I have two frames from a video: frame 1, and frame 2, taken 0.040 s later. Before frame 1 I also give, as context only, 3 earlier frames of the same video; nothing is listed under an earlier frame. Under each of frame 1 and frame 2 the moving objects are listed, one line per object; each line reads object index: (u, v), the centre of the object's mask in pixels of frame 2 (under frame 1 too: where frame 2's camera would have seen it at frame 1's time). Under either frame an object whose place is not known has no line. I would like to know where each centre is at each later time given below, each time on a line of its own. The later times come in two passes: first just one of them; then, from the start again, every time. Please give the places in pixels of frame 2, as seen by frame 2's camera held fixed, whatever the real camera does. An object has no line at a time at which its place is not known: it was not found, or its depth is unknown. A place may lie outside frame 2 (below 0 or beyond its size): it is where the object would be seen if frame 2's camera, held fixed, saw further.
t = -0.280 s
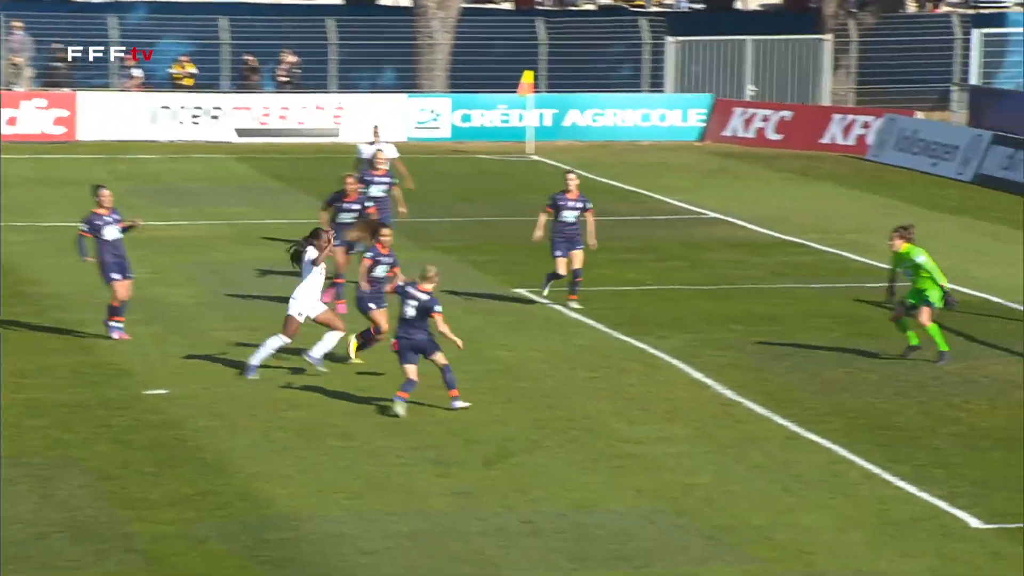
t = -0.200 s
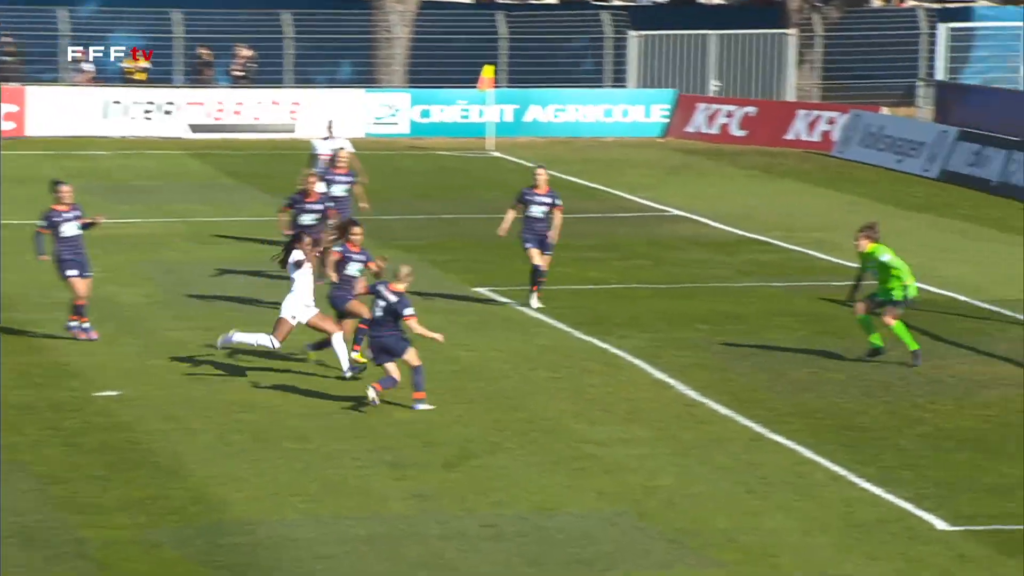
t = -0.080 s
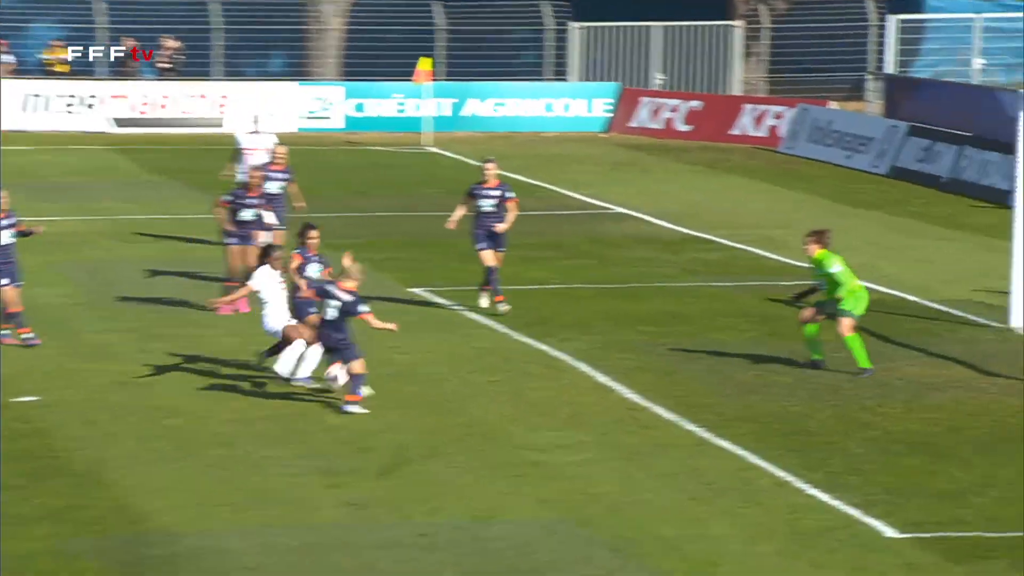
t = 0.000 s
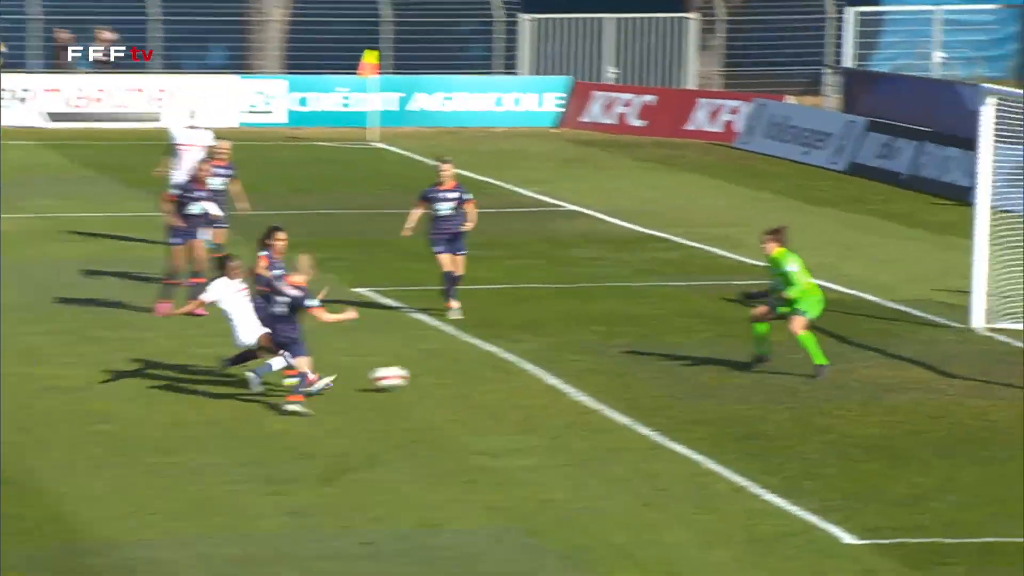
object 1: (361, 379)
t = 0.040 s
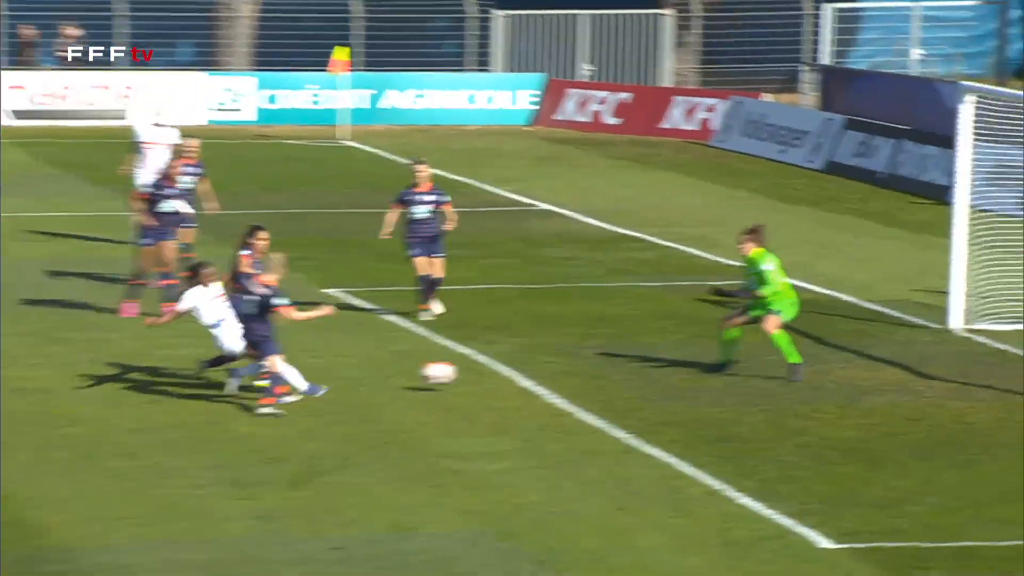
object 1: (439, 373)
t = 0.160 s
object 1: (659, 372)
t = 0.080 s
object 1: (514, 370)
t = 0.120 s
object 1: (587, 368)
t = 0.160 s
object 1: (659, 372)
